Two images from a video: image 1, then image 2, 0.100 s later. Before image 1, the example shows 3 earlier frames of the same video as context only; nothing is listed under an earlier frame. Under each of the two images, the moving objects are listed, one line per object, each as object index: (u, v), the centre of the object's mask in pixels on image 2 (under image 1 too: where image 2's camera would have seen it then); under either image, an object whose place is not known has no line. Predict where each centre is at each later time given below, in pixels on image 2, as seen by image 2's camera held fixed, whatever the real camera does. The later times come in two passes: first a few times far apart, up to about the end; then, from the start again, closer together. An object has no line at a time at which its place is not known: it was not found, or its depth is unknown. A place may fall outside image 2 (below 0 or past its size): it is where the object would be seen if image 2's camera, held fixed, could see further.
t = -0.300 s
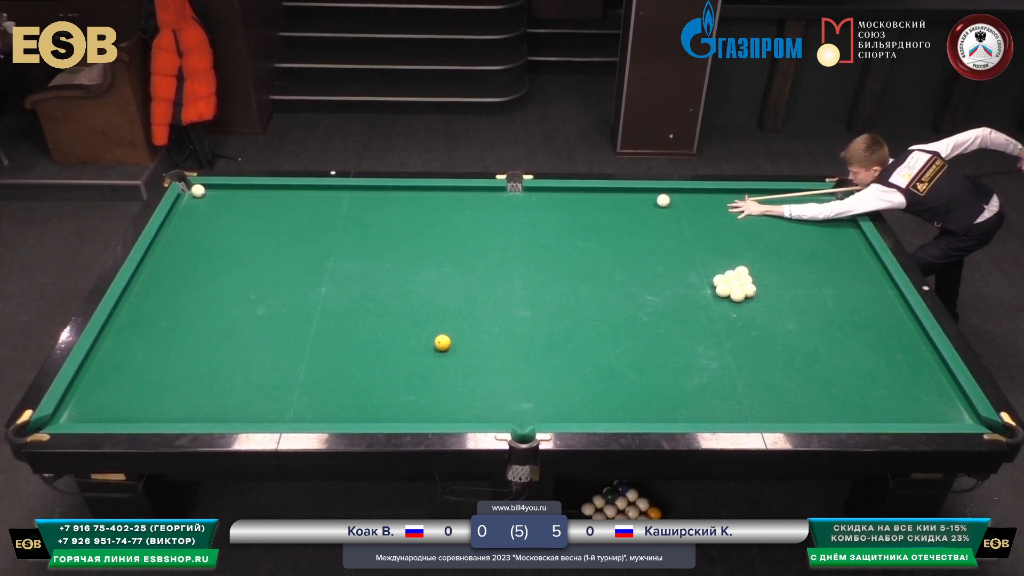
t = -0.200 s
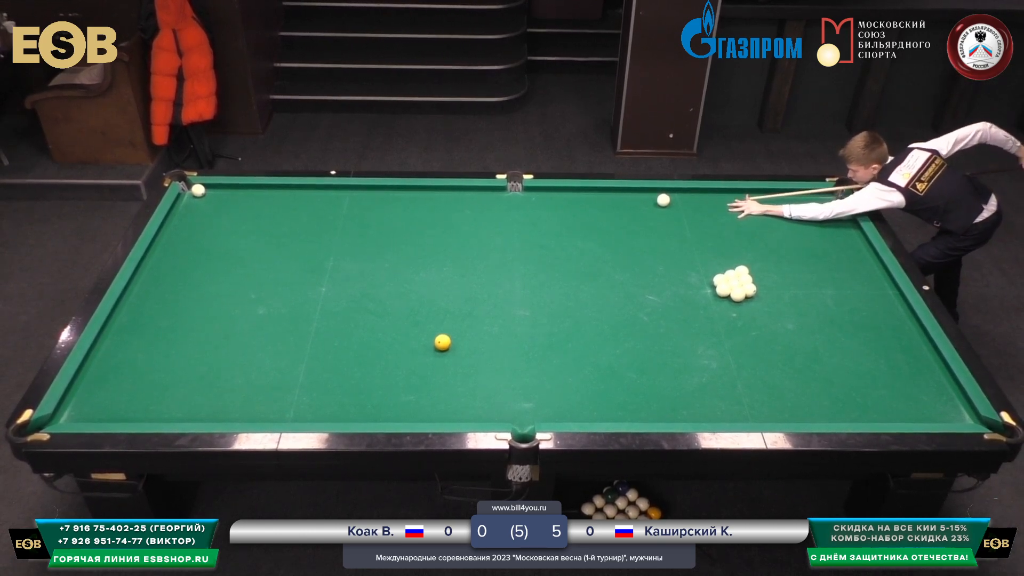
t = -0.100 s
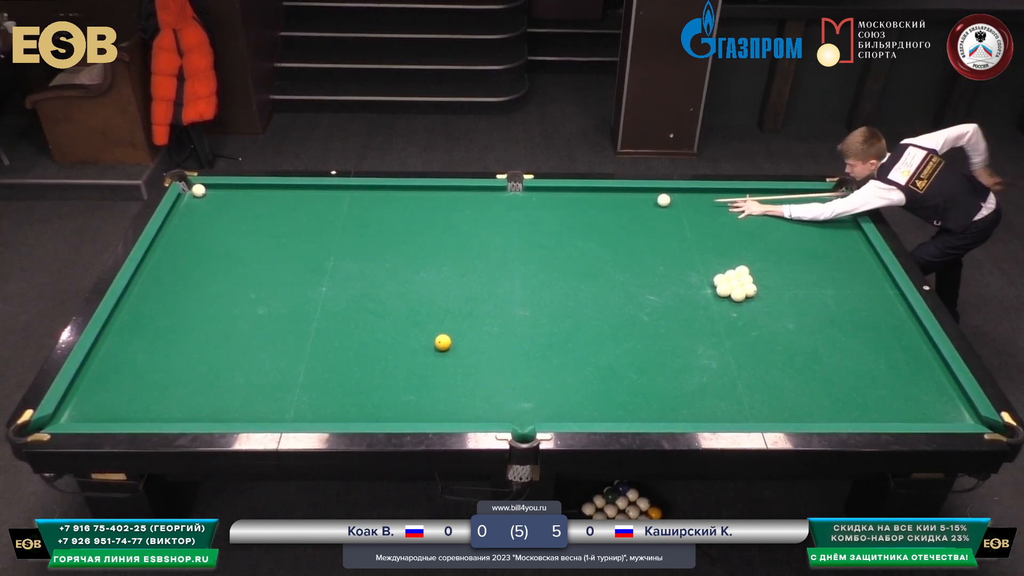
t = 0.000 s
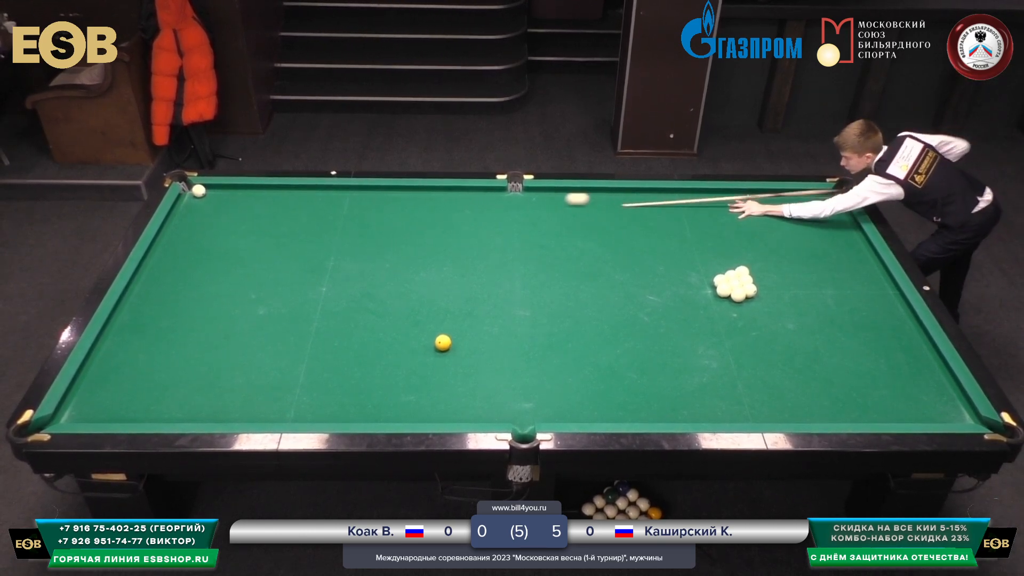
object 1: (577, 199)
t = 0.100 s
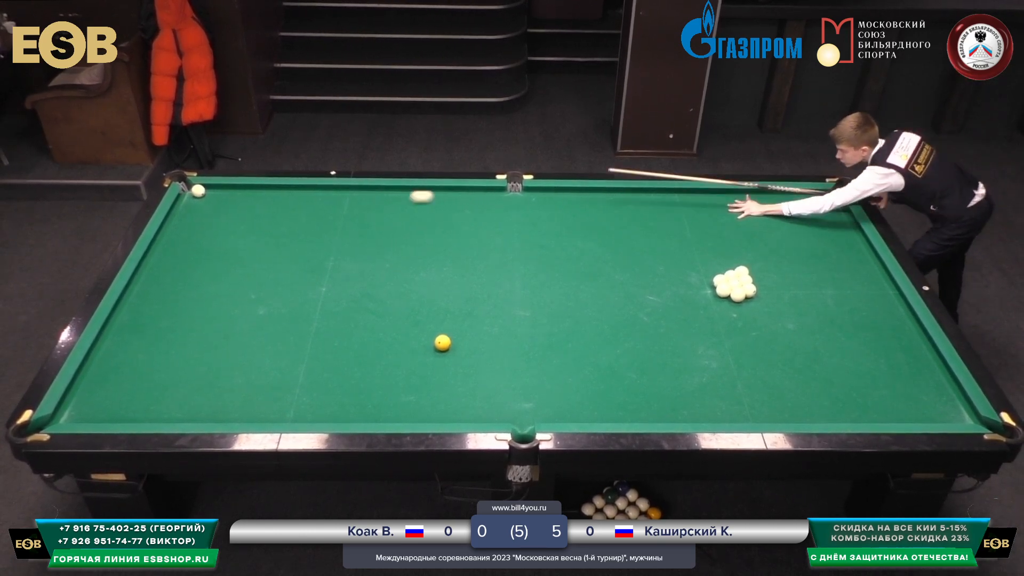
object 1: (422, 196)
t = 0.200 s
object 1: (269, 194)
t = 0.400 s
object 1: (181, 242)
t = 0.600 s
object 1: (206, 315)
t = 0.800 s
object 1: (233, 393)
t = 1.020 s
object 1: (310, 376)
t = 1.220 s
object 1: (384, 336)
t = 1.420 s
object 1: (449, 304)
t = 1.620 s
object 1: (507, 275)
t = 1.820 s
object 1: (559, 248)
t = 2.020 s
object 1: (607, 225)
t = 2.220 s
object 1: (650, 203)
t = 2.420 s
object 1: (688, 197)
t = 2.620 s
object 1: (721, 208)
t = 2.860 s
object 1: (762, 221)
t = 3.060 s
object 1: (797, 232)
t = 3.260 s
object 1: (832, 243)
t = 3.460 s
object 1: (868, 254)
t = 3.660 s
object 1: (864, 262)
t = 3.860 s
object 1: (853, 269)
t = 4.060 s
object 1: (842, 276)
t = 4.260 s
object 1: (832, 282)
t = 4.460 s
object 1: (821, 289)
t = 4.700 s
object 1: (808, 296)
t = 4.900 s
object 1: (798, 303)
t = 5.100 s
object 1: (788, 308)
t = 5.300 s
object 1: (778, 314)
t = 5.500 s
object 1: (769, 320)
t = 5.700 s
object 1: (759, 325)
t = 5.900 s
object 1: (751, 331)
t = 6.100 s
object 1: (742, 336)
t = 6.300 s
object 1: (733, 340)
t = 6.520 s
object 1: (725, 346)
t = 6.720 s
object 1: (717, 350)
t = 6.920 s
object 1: (710, 354)
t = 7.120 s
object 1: (703, 358)
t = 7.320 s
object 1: (697, 361)
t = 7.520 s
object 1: (692, 365)
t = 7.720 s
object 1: (686, 368)
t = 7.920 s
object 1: (681, 371)
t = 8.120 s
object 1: (677, 373)
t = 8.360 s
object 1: (672, 376)
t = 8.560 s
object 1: (669, 378)
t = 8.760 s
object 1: (666, 380)
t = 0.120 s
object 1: (391, 196)
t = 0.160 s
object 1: (329, 195)
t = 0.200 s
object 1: (269, 194)
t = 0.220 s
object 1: (239, 193)
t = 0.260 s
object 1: (199, 198)
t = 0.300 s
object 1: (179, 208)
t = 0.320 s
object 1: (171, 215)
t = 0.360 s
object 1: (175, 227)
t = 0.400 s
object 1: (181, 242)
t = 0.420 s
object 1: (183, 249)
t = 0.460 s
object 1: (188, 263)
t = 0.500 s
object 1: (193, 277)
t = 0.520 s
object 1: (196, 285)
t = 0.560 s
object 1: (201, 300)
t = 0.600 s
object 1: (206, 315)
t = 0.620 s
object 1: (209, 322)
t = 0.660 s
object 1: (214, 338)
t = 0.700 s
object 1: (220, 353)
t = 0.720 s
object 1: (222, 361)
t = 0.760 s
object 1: (227, 377)
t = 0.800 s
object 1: (233, 393)
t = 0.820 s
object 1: (235, 401)
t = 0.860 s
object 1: (241, 415)
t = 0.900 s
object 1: (258, 409)
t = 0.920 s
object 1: (267, 403)
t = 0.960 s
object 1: (285, 391)
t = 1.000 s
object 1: (302, 381)
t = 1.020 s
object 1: (310, 376)
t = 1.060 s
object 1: (326, 366)
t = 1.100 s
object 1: (341, 358)
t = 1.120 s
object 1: (349, 354)
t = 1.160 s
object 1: (363, 347)
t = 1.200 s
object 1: (377, 340)
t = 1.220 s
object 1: (384, 336)
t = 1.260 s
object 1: (398, 330)
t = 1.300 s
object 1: (411, 323)
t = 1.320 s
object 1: (417, 320)
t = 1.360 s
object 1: (430, 314)
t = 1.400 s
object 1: (443, 307)
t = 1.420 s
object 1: (449, 304)
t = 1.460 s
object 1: (461, 298)
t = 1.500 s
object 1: (473, 292)
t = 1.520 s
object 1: (479, 289)
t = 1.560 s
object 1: (490, 284)
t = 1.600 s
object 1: (501, 278)
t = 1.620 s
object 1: (507, 275)
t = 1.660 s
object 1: (518, 269)
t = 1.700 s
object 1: (528, 264)
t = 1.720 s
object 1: (534, 262)
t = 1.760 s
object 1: (544, 256)
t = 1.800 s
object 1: (554, 251)
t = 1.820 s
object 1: (559, 248)
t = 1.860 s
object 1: (569, 243)
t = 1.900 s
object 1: (579, 239)
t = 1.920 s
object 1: (583, 236)
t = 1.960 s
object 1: (593, 232)
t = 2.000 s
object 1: (602, 227)
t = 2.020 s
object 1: (607, 225)
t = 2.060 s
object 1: (616, 220)
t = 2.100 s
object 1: (625, 216)
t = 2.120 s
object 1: (629, 214)
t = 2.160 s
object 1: (637, 210)
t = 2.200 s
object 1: (646, 206)
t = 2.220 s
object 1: (650, 203)
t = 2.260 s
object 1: (658, 199)
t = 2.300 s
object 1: (666, 195)
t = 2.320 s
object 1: (670, 193)
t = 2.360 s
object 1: (677, 192)
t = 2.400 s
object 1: (684, 195)
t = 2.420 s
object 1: (688, 197)
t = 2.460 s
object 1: (694, 200)
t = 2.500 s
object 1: (701, 202)
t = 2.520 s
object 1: (704, 203)
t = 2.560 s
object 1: (711, 205)
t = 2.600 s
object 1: (718, 207)
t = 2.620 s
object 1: (721, 208)
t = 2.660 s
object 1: (728, 210)
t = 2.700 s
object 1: (735, 213)
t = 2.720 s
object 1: (738, 214)
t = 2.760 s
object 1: (745, 216)
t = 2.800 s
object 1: (752, 218)
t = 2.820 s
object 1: (755, 219)
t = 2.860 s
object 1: (762, 221)
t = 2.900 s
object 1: (769, 223)
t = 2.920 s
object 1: (772, 224)
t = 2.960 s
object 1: (780, 226)
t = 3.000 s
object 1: (787, 229)
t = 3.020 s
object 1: (790, 230)
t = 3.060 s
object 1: (797, 232)
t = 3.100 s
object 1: (803, 235)
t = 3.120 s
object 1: (807, 236)
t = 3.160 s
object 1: (814, 238)
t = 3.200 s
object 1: (821, 240)
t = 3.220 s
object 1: (825, 241)
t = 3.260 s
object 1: (832, 243)
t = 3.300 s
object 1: (839, 245)
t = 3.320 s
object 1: (843, 246)
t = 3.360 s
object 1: (850, 249)
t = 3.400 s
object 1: (857, 251)
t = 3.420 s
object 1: (861, 252)
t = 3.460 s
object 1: (868, 254)
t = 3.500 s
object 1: (875, 257)
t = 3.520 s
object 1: (873, 258)
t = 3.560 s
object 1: (870, 259)
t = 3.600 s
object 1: (867, 260)
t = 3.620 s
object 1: (866, 261)
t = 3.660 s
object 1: (864, 262)
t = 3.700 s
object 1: (862, 264)
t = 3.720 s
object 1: (860, 264)
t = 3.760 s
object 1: (858, 266)
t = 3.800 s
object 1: (856, 267)
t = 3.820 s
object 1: (855, 268)
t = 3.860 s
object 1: (853, 269)
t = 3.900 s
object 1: (851, 270)
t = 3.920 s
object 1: (850, 271)
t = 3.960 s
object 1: (847, 272)
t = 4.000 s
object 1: (845, 273)
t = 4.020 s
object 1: (844, 274)
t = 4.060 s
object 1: (842, 276)
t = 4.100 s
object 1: (840, 277)
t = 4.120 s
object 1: (839, 278)
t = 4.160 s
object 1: (837, 279)
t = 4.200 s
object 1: (835, 280)
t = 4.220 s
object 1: (834, 281)
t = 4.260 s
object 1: (832, 282)
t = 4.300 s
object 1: (829, 284)
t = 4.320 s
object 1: (828, 284)
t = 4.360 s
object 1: (826, 286)
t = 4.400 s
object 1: (824, 287)
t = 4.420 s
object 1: (823, 287)
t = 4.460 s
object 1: (821, 289)
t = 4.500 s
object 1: (819, 290)
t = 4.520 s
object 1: (817, 290)
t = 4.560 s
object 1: (816, 292)
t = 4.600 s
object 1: (813, 293)
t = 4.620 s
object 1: (812, 294)
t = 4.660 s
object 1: (810, 295)
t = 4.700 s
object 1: (808, 296)
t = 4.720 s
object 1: (807, 297)
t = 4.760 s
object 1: (805, 298)
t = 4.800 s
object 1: (803, 300)
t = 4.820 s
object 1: (803, 300)
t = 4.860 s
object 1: (800, 301)
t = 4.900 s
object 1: (798, 303)
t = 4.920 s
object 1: (797, 303)
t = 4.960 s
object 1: (795, 304)
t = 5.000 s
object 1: (793, 305)
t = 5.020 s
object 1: (792, 306)
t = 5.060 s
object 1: (790, 307)
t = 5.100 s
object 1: (788, 308)
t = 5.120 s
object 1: (787, 309)
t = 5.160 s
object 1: (785, 310)
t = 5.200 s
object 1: (783, 311)
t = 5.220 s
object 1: (782, 312)
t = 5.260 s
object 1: (780, 313)
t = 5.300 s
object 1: (778, 314)
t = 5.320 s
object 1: (777, 314)
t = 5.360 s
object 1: (775, 316)
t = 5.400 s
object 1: (774, 317)
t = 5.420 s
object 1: (773, 318)
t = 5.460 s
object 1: (771, 319)
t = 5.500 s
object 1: (769, 320)
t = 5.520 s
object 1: (768, 321)
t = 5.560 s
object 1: (766, 322)
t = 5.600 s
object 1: (764, 323)
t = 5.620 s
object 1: (763, 323)
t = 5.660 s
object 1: (761, 324)
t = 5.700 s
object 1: (759, 325)
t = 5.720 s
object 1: (758, 326)
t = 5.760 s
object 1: (757, 327)
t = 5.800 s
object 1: (755, 328)
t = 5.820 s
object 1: (754, 329)
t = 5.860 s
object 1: (752, 330)
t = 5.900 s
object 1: (751, 331)
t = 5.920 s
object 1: (750, 331)
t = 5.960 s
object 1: (748, 332)
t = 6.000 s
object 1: (746, 333)
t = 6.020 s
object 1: (745, 334)
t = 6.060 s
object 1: (743, 335)
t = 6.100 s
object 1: (742, 336)
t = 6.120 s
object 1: (741, 336)
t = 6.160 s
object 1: (739, 337)
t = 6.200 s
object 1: (737, 338)
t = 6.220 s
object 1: (737, 338)
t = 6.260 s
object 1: (735, 339)
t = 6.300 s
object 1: (733, 340)
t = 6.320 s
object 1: (732, 341)
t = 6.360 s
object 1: (731, 342)
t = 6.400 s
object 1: (729, 343)
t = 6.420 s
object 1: (728, 343)
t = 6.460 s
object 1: (727, 344)
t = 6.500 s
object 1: (725, 345)
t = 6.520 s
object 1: (725, 346)
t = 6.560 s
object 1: (723, 347)
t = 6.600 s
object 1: (722, 347)
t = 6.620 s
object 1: (721, 348)
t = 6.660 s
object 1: (719, 348)
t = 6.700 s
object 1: (718, 349)
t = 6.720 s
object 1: (717, 350)
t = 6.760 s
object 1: (715, 351)
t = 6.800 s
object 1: (714, 351)
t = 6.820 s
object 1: (713, 352)
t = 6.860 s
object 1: (712, 353)
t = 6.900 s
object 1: (710, 354)
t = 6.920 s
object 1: (710, 354)
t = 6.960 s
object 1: (708, 355)
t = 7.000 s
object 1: (707, 355)
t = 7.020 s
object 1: (706, 356)
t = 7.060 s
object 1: (705, 357)
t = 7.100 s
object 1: (704, 357)
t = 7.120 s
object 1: (703, 358)
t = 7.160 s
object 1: (702, 358)
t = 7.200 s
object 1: (701, 359)
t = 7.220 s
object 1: (700, 360)
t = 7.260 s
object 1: (699, 360)
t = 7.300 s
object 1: (698, 361)
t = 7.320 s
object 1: (697, 361)
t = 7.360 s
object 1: (696, 362)
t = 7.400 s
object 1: (695, 363)
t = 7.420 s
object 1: (694, 363)
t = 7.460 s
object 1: (693, 364)
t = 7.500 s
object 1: (692, 364)
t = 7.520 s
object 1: (692, 365)
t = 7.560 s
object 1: (691, 365)
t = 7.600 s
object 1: (690, 366)
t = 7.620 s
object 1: (689, 366)
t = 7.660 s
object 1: (688, 367)
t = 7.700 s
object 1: (686, 368)
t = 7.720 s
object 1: (686, 368)
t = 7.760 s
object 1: (685, 369)
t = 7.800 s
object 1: (684, 369)
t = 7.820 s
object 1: (684, 369)
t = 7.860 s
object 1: (683, 370)
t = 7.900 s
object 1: (682, 371)
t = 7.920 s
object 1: (681, 371)
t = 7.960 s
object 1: (680, 372)
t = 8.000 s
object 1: (679, 372)
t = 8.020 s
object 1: (679, 372)
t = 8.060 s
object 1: (678, 373)
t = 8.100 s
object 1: (677, 373)
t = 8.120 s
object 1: (677, 373)
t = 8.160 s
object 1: (676, 374)
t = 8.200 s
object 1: (675, 374)
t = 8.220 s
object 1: (674, 375)
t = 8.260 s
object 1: (674, 375)
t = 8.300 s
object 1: (673, 375)
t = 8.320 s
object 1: (673, 376)
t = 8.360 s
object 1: (672, 376)
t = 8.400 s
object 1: (671, 377)
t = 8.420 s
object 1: (671, 376)
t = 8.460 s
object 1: (670, 377)
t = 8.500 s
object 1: (670, 377)
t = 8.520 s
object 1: (669, 378)
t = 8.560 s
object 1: (669, 378)
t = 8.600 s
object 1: (668, 378)
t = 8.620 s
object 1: (668, 379)
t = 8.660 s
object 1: (667, 379)
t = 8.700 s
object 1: (666, 379)
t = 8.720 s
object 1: (666, 379)
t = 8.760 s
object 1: (666, 380)
